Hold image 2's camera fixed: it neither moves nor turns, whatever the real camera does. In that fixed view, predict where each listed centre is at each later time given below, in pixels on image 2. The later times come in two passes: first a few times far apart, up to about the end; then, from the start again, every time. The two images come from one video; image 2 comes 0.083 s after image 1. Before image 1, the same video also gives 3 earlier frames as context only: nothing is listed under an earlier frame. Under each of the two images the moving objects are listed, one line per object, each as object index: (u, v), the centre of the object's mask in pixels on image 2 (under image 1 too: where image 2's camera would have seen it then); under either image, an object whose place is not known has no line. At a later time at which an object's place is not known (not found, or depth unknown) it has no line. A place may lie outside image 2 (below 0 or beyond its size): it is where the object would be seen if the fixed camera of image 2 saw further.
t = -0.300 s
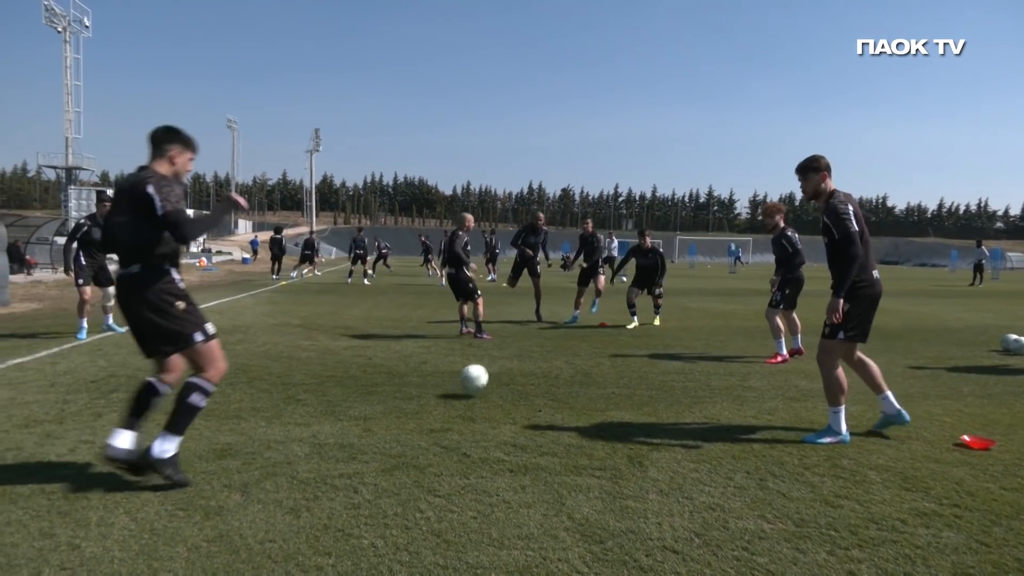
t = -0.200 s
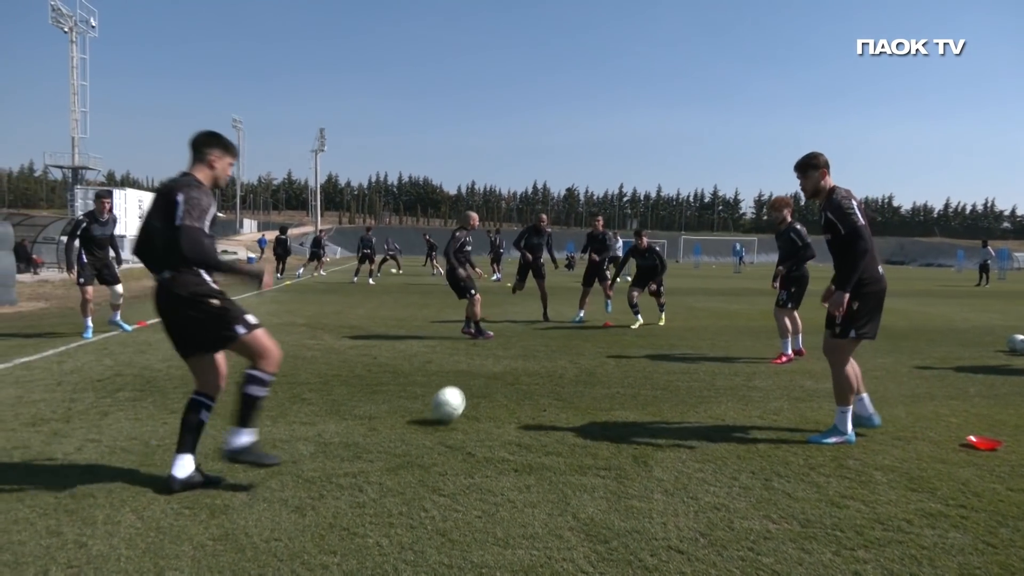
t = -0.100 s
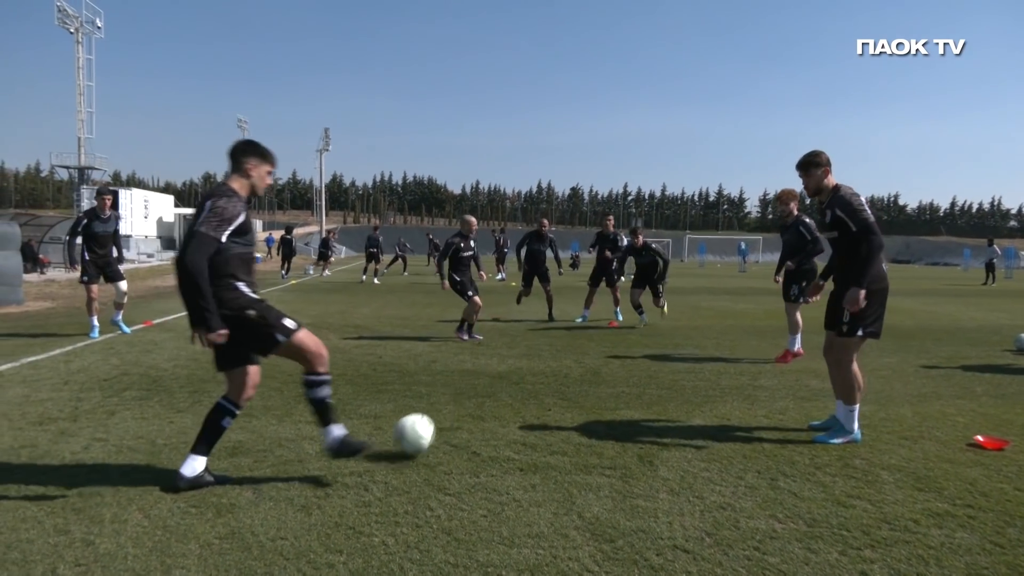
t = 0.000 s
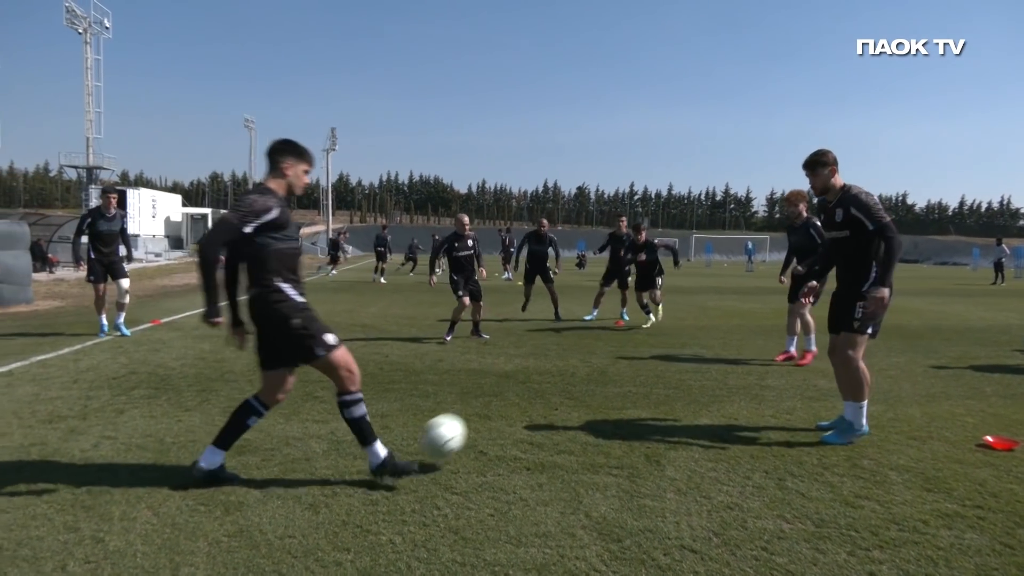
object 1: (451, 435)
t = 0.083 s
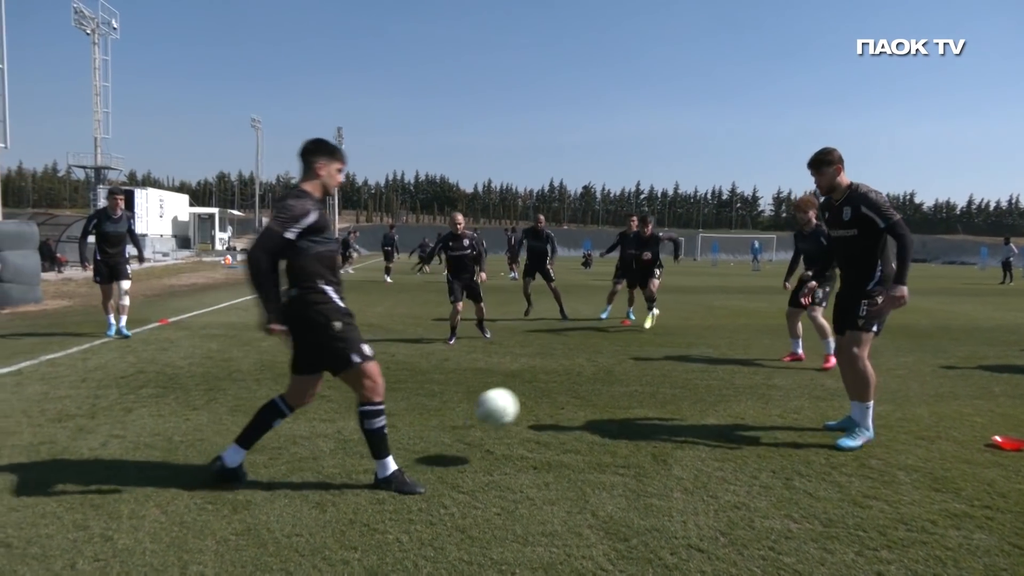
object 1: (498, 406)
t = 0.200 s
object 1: (556, 393)
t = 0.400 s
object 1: (649, 423)
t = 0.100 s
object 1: (507, 404)
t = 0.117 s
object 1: (515, 400)
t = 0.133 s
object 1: (524, 398)
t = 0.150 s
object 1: (532, 396)
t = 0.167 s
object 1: (541, 394)
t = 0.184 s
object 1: (549, 393)
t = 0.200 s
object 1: (556, 393)
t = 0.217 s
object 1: (565, 393)
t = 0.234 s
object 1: (574, 393)
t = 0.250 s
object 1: (581, 394)
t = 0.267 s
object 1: (589, 395)
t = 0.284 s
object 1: (597, 397)
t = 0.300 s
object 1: (605, 399)
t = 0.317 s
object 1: (613, 402)
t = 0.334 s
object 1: (620, 405)
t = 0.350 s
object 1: (628, 408)
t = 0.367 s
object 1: (634, 412)
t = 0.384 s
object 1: (642, 418)
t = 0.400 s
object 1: (649, 423)
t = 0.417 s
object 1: (656, 427)
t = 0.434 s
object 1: (662, 427)
